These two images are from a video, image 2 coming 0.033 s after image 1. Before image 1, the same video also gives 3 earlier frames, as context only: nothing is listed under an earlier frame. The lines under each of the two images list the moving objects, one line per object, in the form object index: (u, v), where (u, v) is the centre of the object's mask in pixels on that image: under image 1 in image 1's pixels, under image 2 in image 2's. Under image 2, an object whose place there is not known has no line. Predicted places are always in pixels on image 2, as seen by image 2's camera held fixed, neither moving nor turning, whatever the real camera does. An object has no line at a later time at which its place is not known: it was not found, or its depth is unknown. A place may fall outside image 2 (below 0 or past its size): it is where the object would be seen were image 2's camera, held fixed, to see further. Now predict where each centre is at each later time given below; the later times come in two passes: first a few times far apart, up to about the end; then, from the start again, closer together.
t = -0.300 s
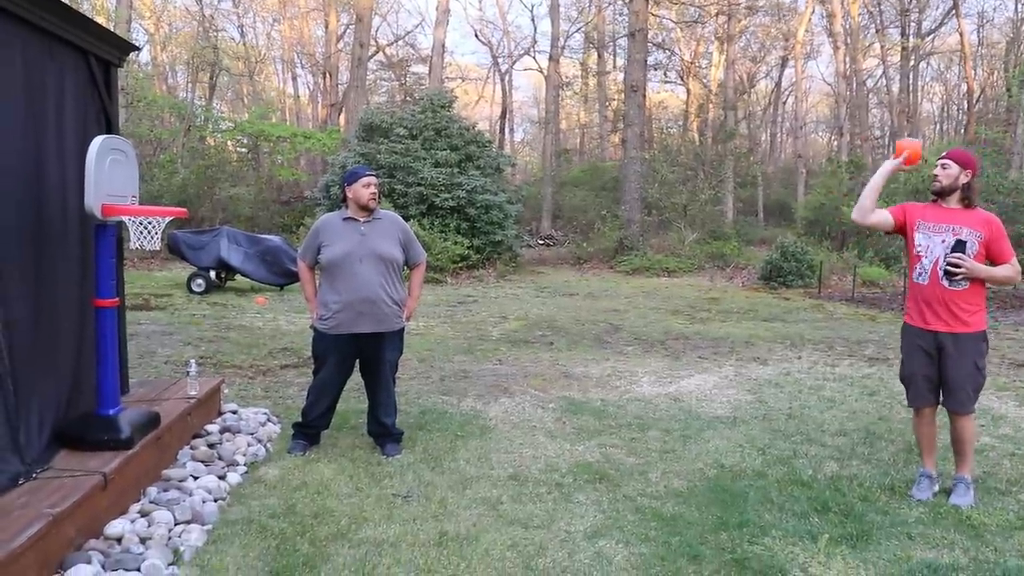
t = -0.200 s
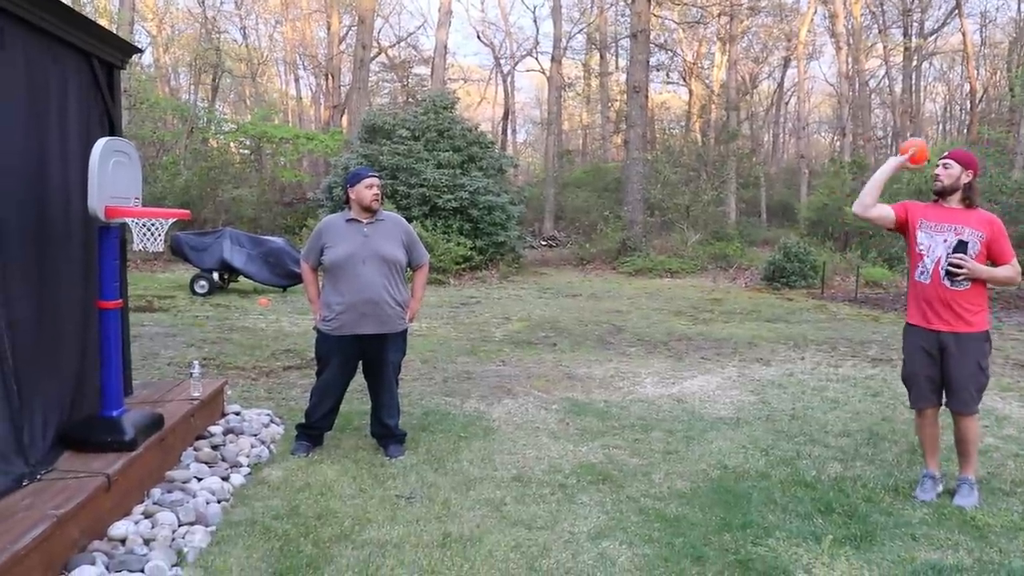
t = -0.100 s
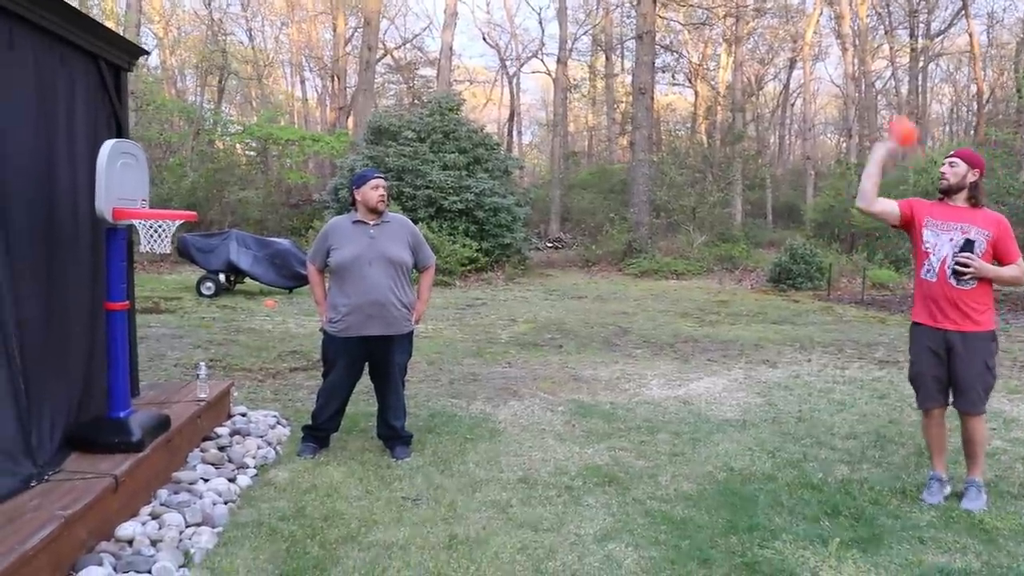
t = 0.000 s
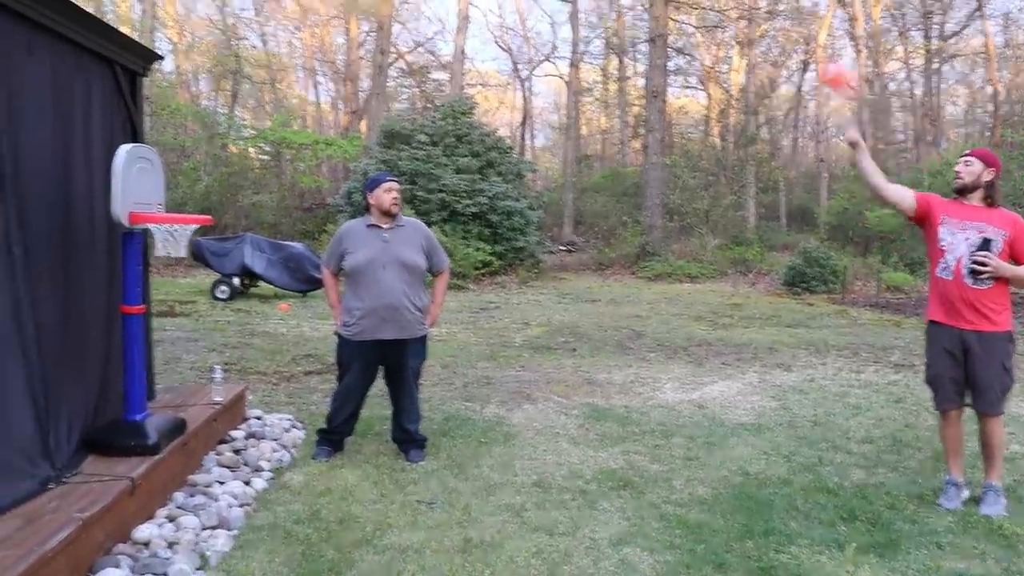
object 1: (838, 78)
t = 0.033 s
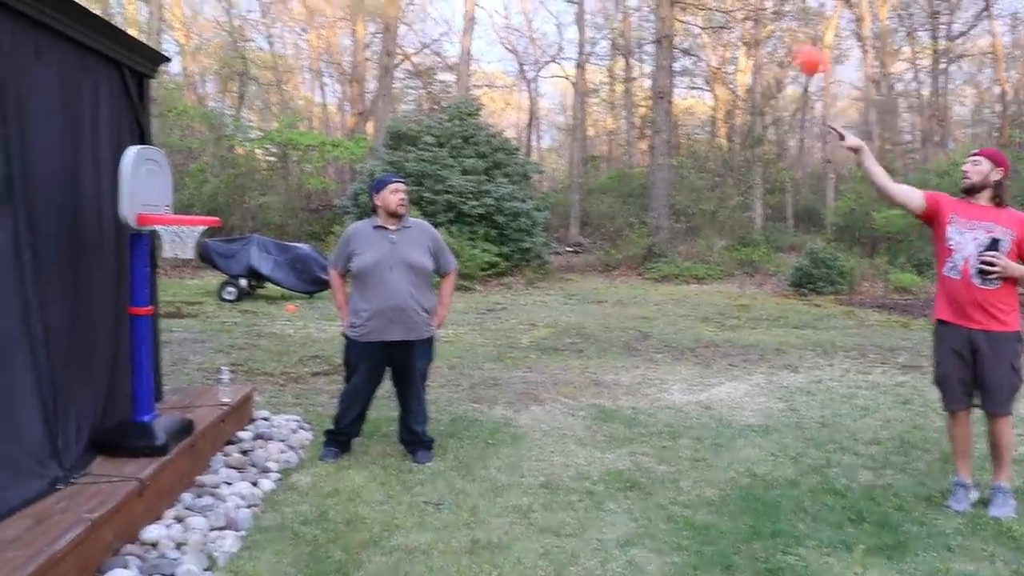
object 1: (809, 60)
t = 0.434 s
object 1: (388, 19)
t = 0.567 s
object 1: (253, 81)
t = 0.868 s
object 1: (282, 137)
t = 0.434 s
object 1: (388, 19)
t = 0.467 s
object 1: (357, 29)
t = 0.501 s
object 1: (321, 45)
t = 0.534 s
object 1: (284, 64)
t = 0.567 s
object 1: (253, 81)
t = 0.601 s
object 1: (222, 100)
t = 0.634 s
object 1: (187, 125)
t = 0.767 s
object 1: (223, 131)
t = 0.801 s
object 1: (241, 132)
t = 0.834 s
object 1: (262, 133)
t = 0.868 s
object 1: (282, 137)
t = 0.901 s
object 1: (301, 144)
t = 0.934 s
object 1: (320, 153)
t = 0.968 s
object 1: (339, 164)
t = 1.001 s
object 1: (357, 176)
